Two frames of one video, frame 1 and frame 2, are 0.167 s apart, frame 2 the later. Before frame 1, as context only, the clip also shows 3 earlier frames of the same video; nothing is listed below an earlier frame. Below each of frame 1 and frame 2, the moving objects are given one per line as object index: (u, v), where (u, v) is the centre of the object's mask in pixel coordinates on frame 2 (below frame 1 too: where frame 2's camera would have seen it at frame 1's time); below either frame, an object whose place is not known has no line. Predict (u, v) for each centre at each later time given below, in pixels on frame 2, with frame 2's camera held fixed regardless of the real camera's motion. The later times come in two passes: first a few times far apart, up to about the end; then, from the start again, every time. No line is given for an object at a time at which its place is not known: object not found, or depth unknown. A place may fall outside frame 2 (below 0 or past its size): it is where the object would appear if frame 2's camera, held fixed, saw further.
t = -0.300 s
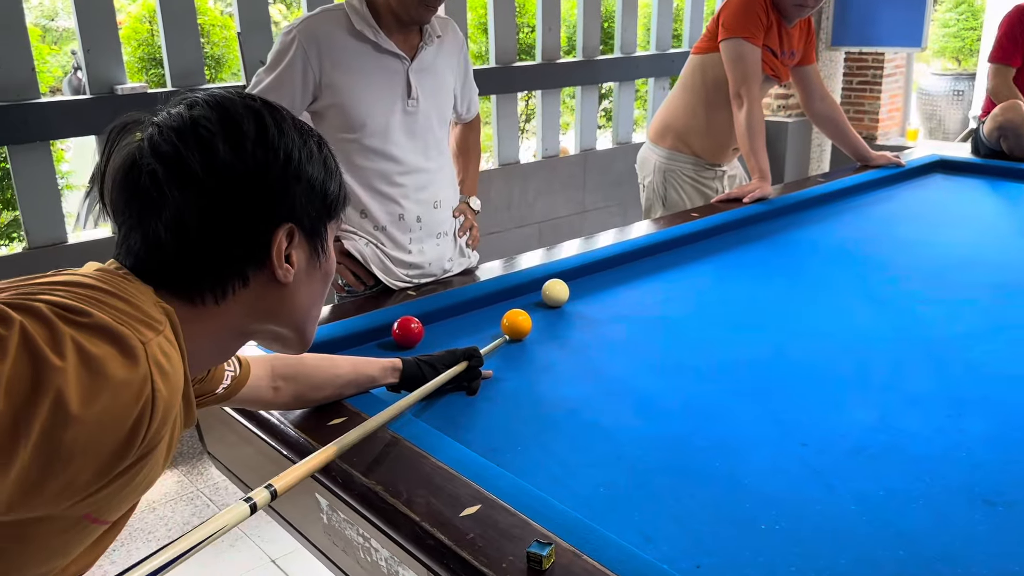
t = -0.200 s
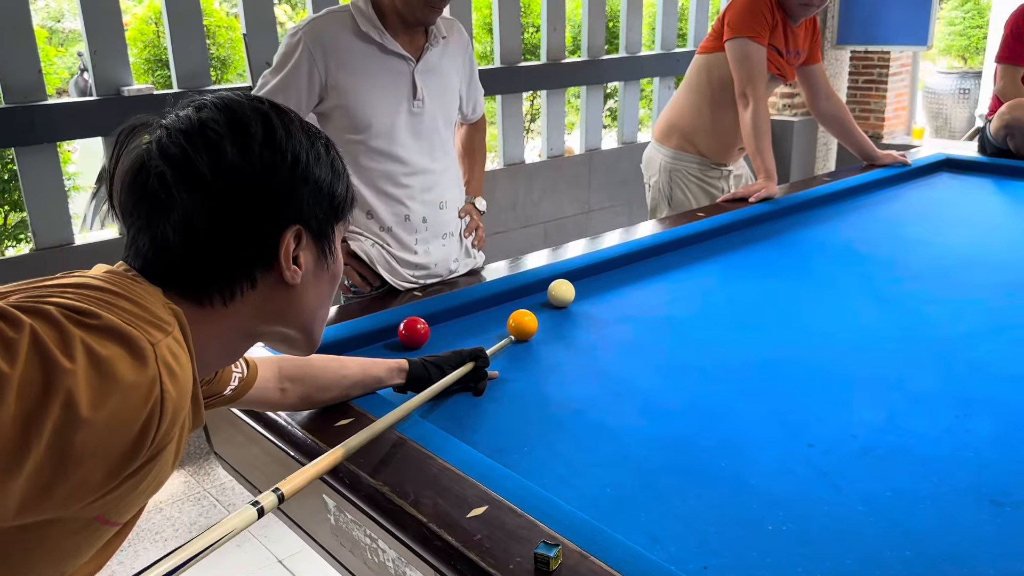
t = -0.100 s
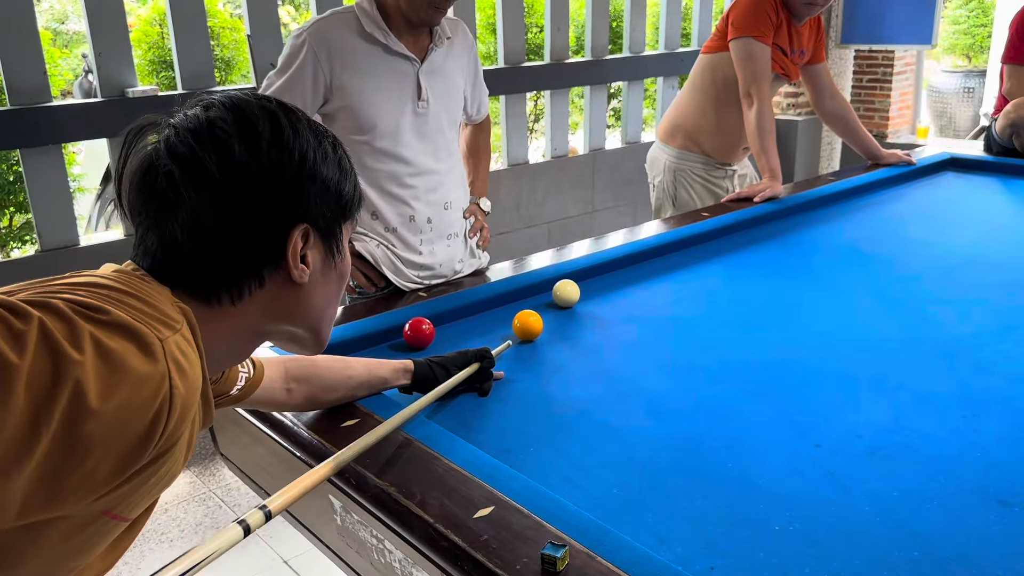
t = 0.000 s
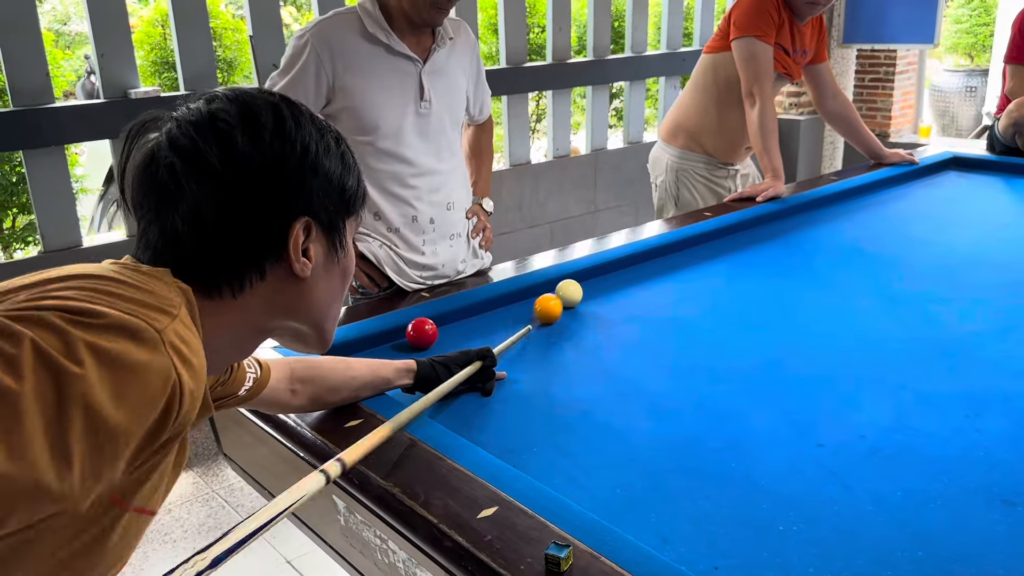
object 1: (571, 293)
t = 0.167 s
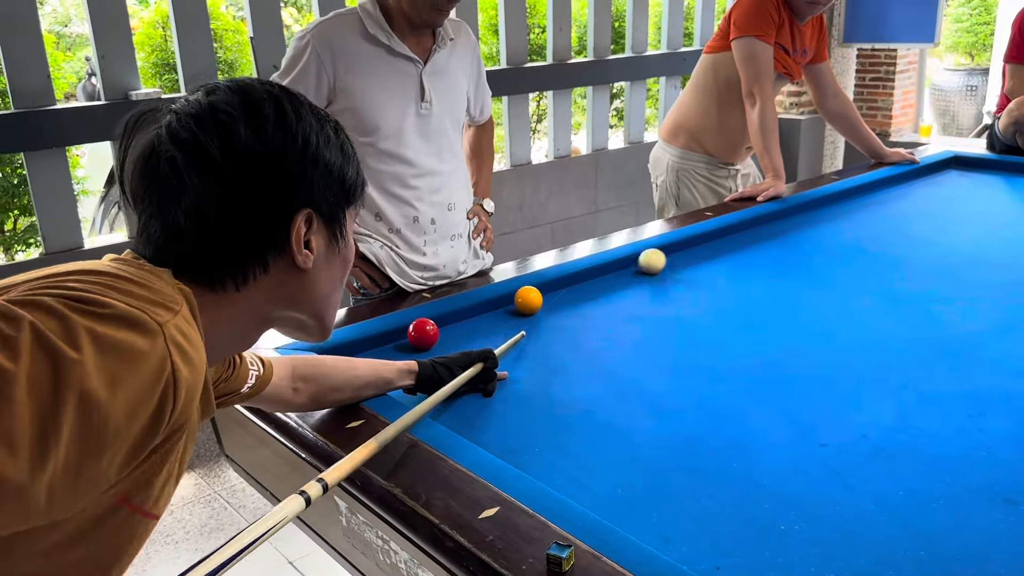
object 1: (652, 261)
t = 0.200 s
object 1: (670, 258)
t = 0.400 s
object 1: (774, 237)
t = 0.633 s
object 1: (870, 217)
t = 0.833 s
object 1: (943, 202)
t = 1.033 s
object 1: (1008, 189)
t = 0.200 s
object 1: (670, 258)
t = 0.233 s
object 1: (694, 253)
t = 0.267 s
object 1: (710, 250)
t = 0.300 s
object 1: (724, 247)
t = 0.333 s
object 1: (739, 244)
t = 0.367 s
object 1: (753, 241)
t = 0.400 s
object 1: (774, 237)
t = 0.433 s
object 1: (788, 234)
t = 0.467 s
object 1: (801, 231)
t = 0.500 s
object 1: (814, 228)
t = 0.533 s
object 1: (827, 226)
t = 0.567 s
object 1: (846, 222)
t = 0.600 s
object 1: (858, 220)
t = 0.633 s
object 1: (870, 217)
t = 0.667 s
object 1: (882, 215)
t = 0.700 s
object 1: (894, 212)
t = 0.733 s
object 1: (911, 209)
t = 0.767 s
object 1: (921, 206)
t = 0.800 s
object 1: (933, 204)
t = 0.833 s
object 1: (943, 202)
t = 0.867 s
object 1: (953, 200)
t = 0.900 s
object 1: (969, 197)
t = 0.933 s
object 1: (979, 195)
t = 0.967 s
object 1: (989, 193)
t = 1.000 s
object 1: (998, 190)
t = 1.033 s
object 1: (1008, 189)
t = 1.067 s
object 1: (1021, 186)
